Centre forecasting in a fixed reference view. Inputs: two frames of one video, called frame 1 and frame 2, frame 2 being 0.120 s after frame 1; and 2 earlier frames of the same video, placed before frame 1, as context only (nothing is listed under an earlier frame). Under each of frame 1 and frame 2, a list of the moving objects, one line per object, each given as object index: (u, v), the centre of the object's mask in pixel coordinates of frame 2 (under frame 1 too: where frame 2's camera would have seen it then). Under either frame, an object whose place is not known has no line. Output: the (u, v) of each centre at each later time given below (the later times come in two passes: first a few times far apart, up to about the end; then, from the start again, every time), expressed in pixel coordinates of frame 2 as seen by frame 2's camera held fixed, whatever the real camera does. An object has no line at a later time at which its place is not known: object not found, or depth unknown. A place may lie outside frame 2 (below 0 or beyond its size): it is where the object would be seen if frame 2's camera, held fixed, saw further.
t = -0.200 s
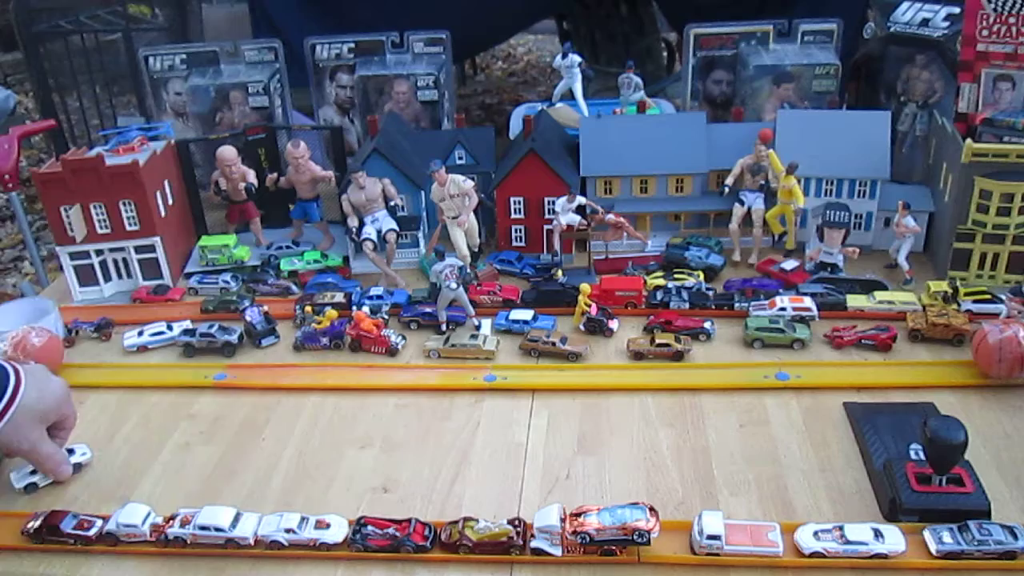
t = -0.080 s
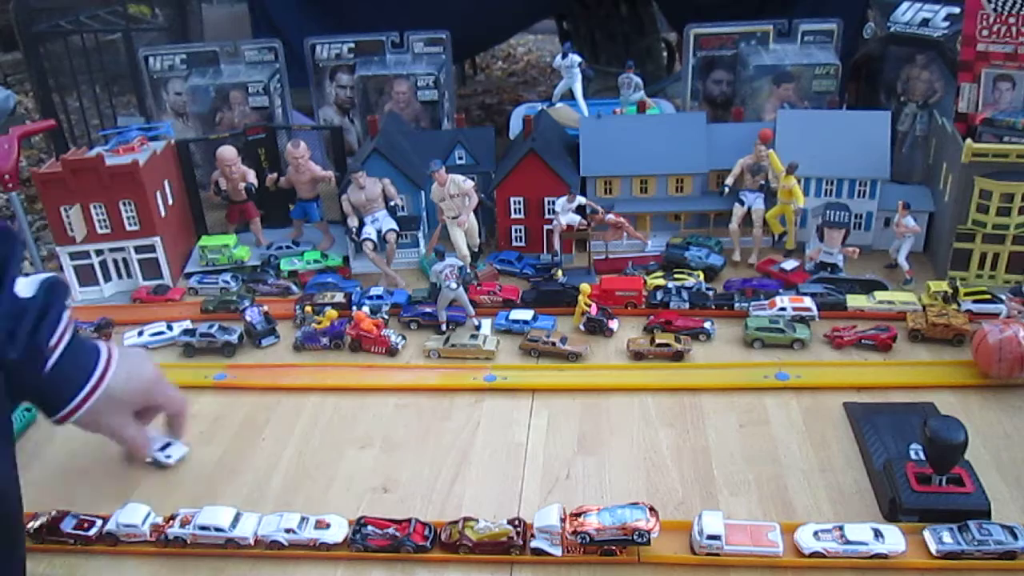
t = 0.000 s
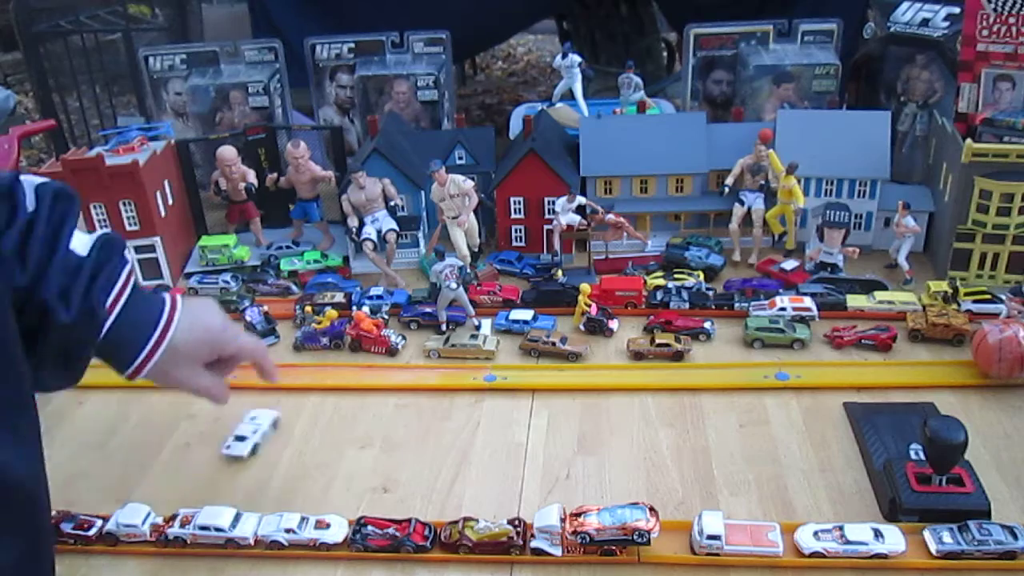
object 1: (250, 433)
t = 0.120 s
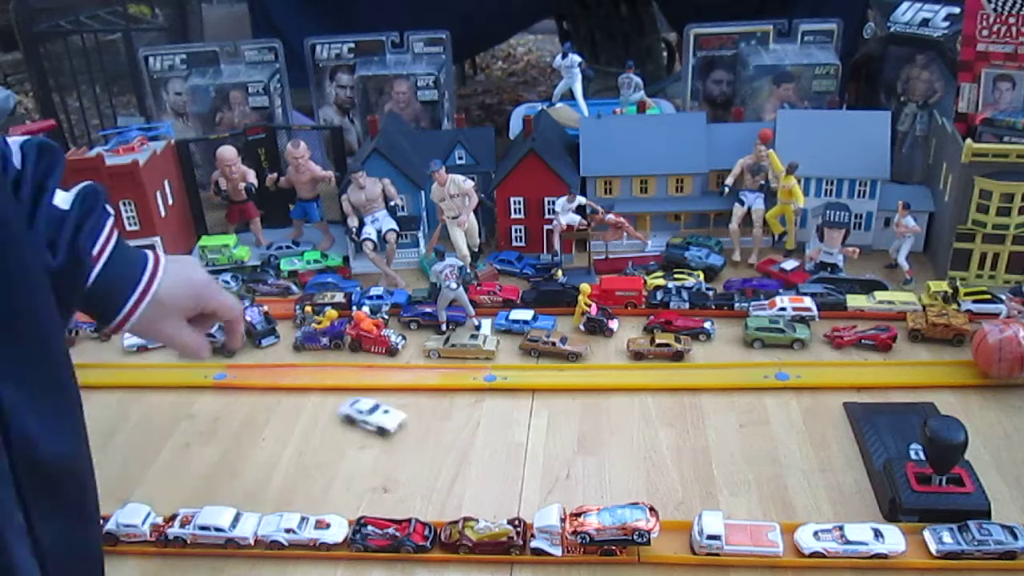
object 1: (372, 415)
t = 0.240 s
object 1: (471, 407)
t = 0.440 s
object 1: (592, 405)
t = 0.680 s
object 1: (677, 433)
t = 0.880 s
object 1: (683, 465)
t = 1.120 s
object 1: (670, 491)
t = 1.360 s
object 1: (670, 491)
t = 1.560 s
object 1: (670, 491)
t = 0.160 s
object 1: (408, 411)
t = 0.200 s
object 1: (441, 408)
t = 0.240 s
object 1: (471, 407)
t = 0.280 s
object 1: (499, 407)
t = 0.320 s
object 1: (523, 407)
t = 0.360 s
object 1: (547, 406)
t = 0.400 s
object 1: (570, 404)
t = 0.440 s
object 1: (592, 405)
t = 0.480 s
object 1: (611, 406)
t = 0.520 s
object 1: (630, 410)
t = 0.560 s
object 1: (645, 414)
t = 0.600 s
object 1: (659, 421)
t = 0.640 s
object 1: (669, 427)
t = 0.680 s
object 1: (677, 433)
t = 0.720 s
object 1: (683, 440)
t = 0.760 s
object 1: (686, 447)
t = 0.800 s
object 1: (687, 453)
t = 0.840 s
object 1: (686, 459)
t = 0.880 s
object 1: (683, 465)
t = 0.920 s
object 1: (680, 470)
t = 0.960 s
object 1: (678, 476)
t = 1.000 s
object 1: (675, 482)
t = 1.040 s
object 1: (673, 487)
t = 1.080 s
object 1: (671, 489)
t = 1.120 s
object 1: (670, 491)
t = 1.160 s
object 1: (670, 491)
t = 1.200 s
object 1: (670, 491)
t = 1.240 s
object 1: (670, 491)
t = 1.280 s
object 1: (670, 491)
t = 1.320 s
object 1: (670, 491)
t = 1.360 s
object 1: (670, 491)
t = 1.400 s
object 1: (670, 491)
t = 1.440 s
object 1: (670, 491)
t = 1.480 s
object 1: (670, 491)
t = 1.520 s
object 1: (670, 491)
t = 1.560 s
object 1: (670, 491)
